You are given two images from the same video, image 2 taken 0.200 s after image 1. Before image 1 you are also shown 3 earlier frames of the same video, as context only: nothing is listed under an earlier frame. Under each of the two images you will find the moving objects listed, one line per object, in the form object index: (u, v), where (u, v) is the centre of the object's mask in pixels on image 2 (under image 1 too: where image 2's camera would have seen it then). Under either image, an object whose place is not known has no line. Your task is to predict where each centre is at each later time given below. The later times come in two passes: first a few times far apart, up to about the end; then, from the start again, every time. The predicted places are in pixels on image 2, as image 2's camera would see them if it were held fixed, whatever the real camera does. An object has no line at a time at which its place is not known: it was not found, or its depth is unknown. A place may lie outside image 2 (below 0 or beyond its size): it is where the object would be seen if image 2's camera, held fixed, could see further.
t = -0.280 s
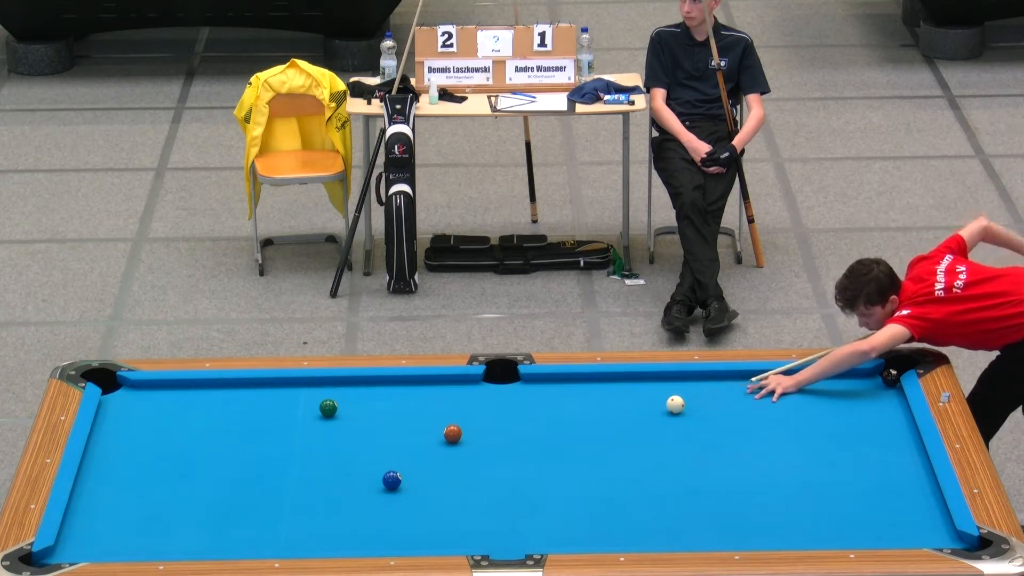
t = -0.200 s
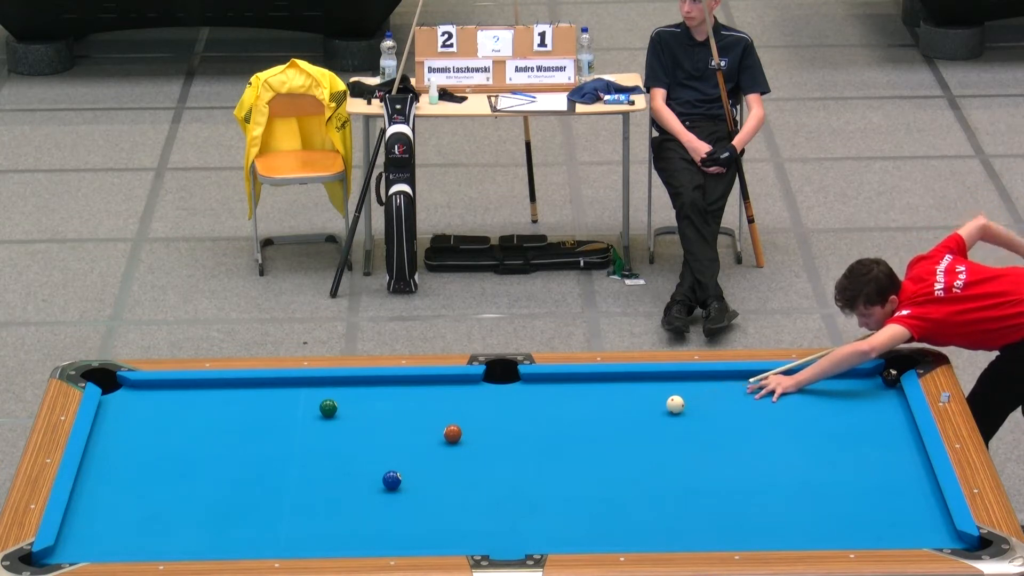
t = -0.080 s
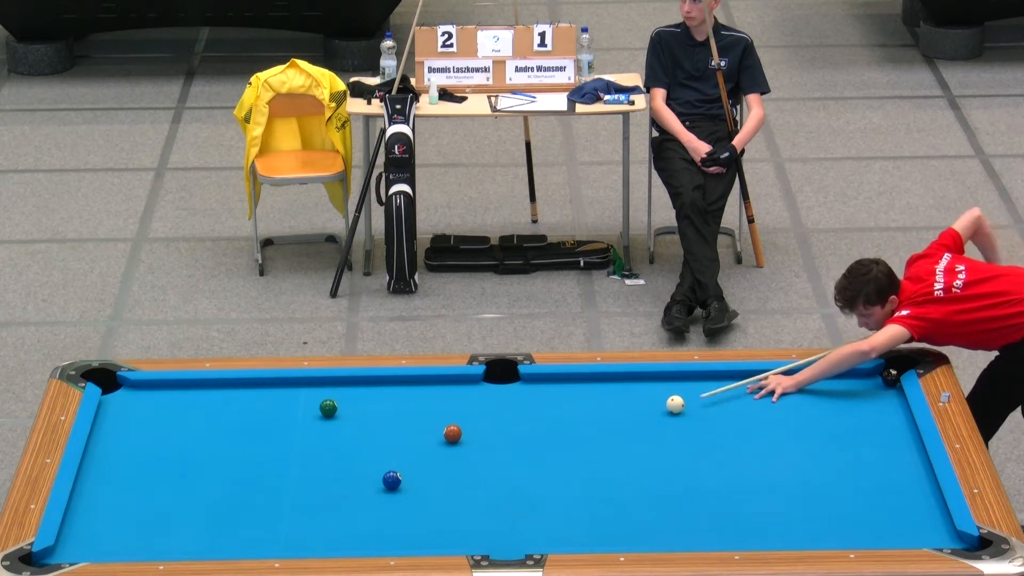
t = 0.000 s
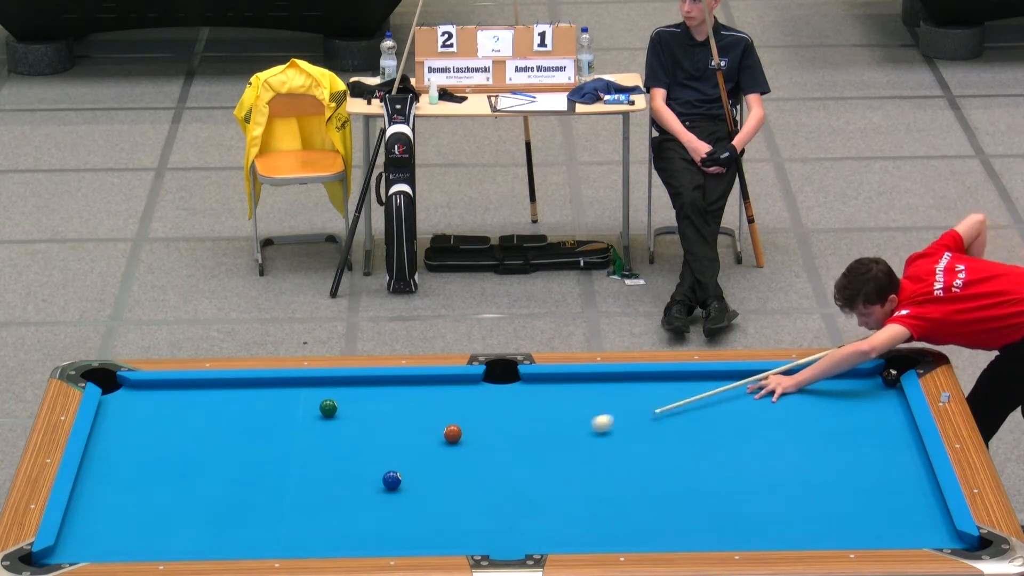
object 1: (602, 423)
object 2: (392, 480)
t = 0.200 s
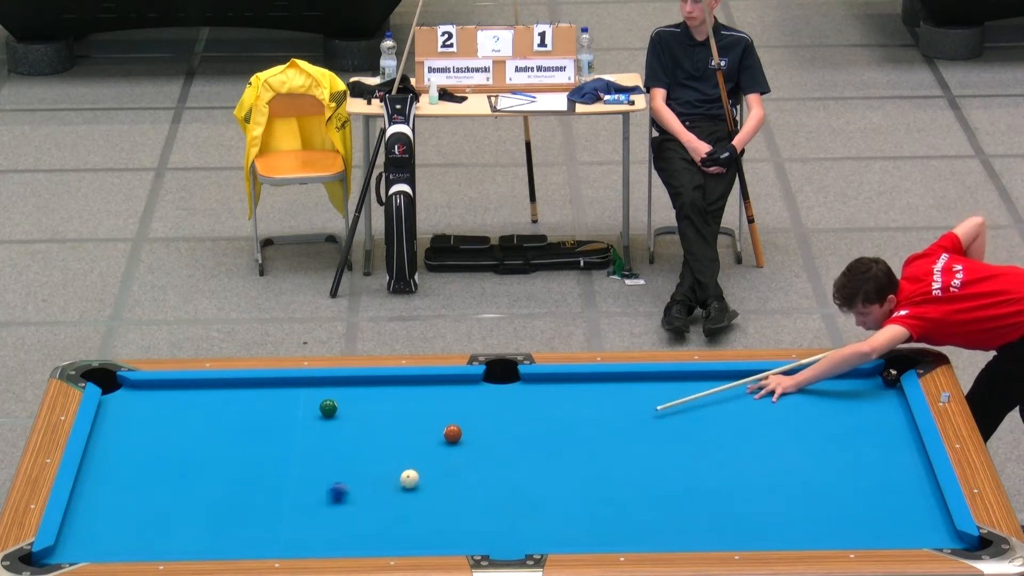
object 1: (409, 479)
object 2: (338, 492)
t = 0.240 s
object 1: (409, 481)
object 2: (288, 503)
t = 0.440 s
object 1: (407, 493)
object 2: (45, 556)
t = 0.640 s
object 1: (406, 504)
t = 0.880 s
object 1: (404, 517)
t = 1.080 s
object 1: (403, 527)
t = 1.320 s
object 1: (401, 539)
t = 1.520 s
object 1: (400, 545)
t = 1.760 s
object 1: (406, 541)
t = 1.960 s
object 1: (409, 538)
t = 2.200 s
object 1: (414, 534)
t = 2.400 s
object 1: (418, 530)
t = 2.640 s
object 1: (421, 527)
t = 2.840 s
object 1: (424, 525)
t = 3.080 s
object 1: (427, 523)
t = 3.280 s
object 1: (428, 521)
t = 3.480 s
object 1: (430, 520)
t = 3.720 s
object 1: (431, 519)
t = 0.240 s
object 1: (409, 481)
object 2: (288, 503)
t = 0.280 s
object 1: (409, 484)
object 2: (239, 513)
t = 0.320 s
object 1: (408, 486)
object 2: (188, 524)
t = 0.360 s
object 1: (408, 488)
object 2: (138, 535)
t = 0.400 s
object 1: (408, 491)
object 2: (90, 546)
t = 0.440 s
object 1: (407, 493)
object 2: (45, 556)
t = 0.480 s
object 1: (407, 495)
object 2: (36, 565)
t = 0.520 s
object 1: (407, 498)
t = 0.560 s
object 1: (407, 500)
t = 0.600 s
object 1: (406, 502)
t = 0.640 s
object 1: (406, 504)
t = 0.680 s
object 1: (406, 506)
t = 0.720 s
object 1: (405, 509)
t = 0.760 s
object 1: (405, 511)
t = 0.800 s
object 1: (405, 513)
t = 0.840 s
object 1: (404, 515)
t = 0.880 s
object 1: (404, 517)
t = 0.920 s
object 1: (404, 519)
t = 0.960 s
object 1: (403, 521)
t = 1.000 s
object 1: (403, 523)
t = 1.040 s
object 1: (403, 525)
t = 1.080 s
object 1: (403, 527)
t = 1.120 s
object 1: (402, 530)
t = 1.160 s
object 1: (402, 531)
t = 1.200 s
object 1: (402, 534)
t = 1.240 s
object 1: (402, 535)
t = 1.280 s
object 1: (401, 538)
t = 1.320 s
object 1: (401, 539)
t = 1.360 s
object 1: (401, 541)
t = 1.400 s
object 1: (401, 542)
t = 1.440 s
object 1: (401, 543)
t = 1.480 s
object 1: (401, 544)
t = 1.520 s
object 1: (400, 545)
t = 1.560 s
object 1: (401, 544)
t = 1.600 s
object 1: (402, 544)
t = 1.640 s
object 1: (403, 543)
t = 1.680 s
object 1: (404, 543)
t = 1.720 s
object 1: (404, 542)
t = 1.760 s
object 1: (406, 541)
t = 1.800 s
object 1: (406, 541)
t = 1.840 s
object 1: (407, 540)
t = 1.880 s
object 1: (408, 540)
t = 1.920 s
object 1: (408, 539)
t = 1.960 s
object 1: (409, 538)
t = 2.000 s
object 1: (410, 538)
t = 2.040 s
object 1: (411, 537)
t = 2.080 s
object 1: (412, 536)
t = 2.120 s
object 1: (412, 535)
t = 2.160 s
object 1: (413, 534)
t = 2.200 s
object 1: (414, 534)
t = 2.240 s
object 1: (415, 533)
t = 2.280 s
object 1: (415, 532)
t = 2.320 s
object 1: (416, 532)
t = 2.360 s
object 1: (417, 531)
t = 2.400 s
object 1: (418, 530)
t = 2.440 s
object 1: (418, 530)
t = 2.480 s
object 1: (419, 529)
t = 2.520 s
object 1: (419, 529)
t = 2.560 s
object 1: (420, 528)
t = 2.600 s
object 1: (421, 528)
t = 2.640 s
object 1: (421, 527)
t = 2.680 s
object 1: (422, 526)
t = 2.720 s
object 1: (422, 526)
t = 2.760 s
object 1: (423, 526)
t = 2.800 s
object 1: (424, 525)
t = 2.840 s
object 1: (424, 525)
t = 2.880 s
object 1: (425, 524)
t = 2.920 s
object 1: (425, 524)
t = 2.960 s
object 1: (426, 524)
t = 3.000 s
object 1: (426, 523)
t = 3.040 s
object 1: (427, 523)
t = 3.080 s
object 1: (427, 523)
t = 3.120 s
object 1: (427, 522)
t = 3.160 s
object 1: (428, 522)
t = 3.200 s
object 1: (428, 522)
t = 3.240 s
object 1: (428, 522)
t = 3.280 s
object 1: (428, 521)
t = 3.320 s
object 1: (429, 521)
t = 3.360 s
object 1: (429, 521)
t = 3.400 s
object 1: (429, 521)
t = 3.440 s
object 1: (430, 520)
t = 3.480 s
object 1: (430, 520)
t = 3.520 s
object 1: (430, 520)
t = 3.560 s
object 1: (430, 520)
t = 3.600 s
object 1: (430, 520)
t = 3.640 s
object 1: (430, 520)
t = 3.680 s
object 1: (431, 520)
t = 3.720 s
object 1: (431, 519)
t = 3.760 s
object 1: (431, 519)
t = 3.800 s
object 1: (431, 519)
